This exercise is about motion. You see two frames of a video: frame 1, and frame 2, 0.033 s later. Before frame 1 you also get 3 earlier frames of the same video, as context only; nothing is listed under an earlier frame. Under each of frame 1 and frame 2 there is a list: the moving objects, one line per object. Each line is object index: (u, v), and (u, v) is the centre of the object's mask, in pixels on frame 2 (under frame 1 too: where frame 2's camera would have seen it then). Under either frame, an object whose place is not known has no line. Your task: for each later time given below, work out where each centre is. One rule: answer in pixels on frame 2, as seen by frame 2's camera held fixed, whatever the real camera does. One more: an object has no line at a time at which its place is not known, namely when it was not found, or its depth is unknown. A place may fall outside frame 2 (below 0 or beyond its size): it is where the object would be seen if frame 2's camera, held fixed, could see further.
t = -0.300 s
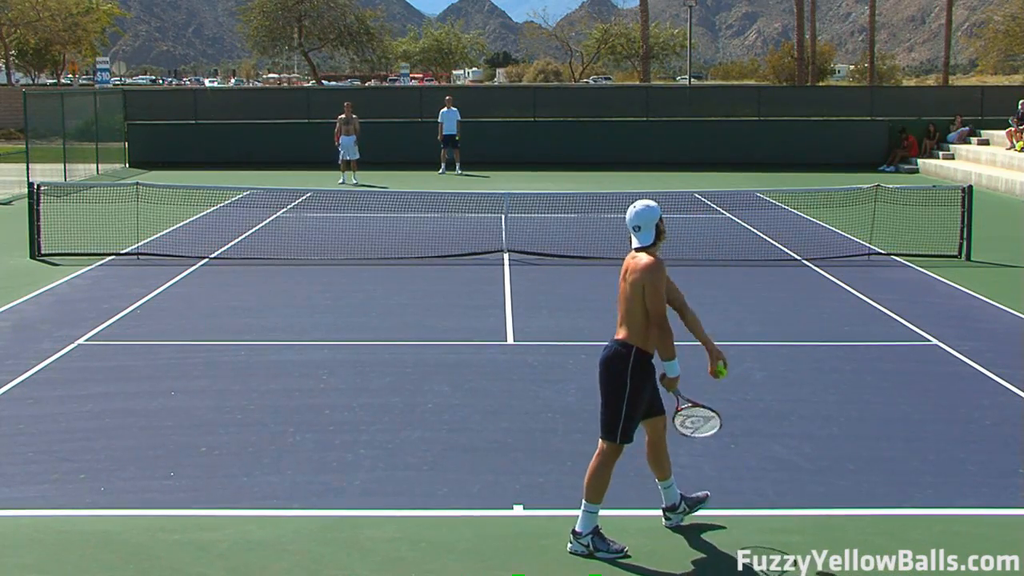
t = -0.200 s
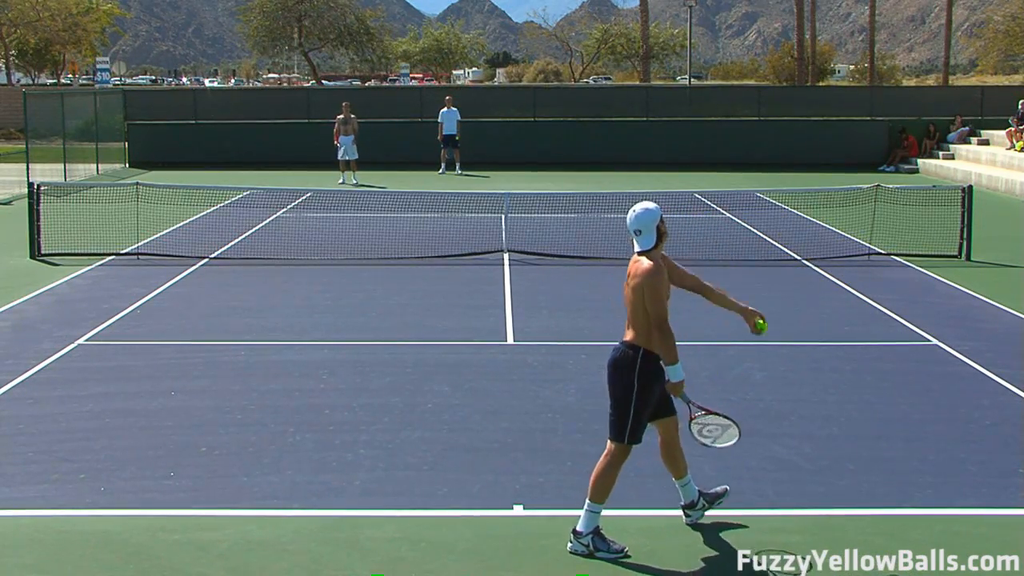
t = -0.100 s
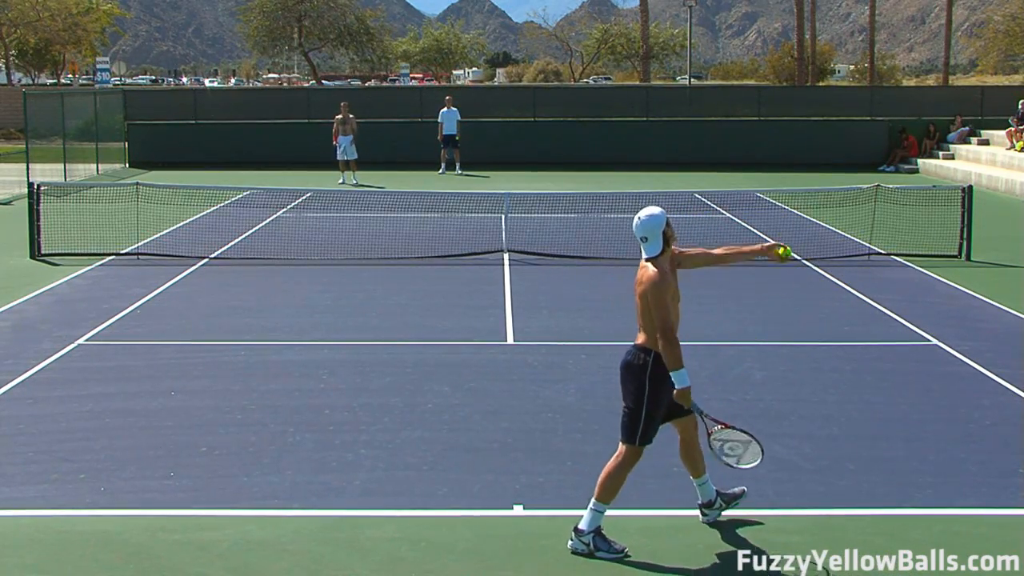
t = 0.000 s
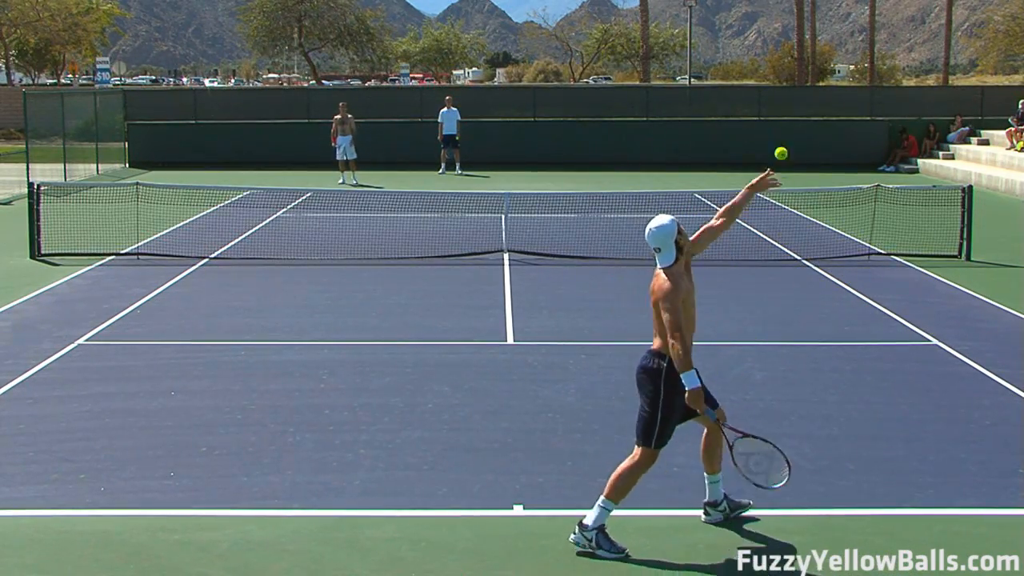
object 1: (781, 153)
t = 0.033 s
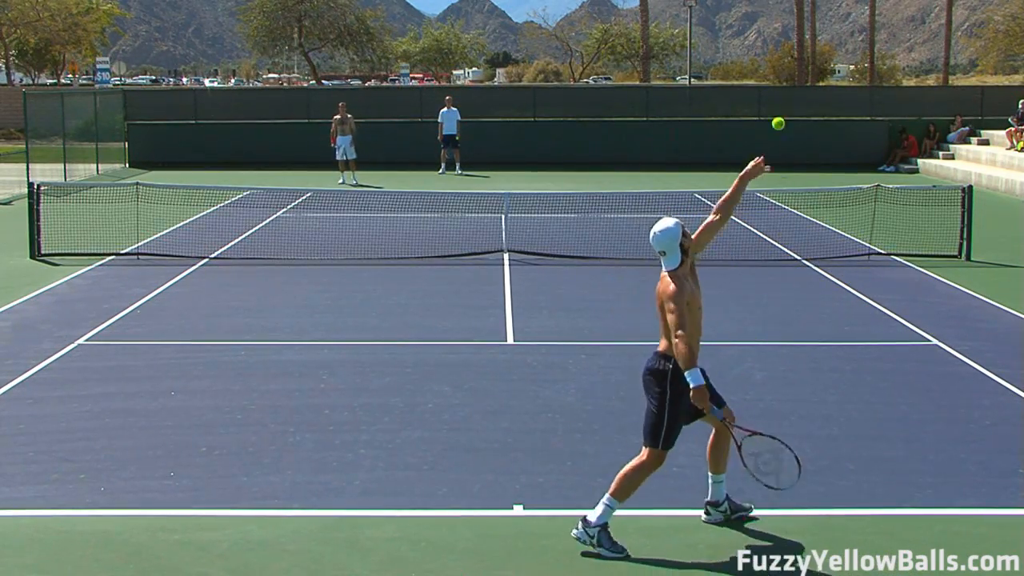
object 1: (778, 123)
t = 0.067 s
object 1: (775, 94)
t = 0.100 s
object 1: (772, 69)
